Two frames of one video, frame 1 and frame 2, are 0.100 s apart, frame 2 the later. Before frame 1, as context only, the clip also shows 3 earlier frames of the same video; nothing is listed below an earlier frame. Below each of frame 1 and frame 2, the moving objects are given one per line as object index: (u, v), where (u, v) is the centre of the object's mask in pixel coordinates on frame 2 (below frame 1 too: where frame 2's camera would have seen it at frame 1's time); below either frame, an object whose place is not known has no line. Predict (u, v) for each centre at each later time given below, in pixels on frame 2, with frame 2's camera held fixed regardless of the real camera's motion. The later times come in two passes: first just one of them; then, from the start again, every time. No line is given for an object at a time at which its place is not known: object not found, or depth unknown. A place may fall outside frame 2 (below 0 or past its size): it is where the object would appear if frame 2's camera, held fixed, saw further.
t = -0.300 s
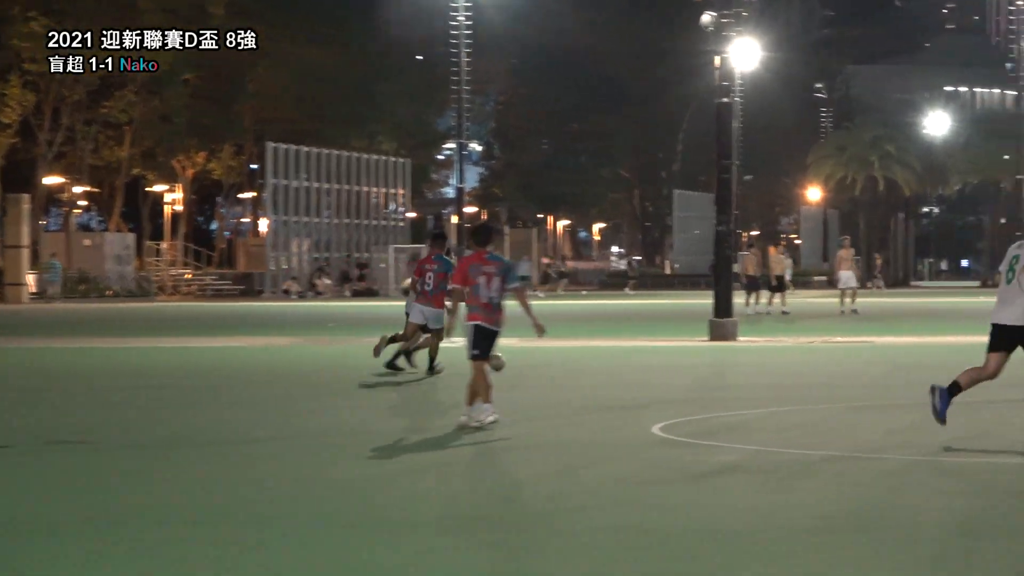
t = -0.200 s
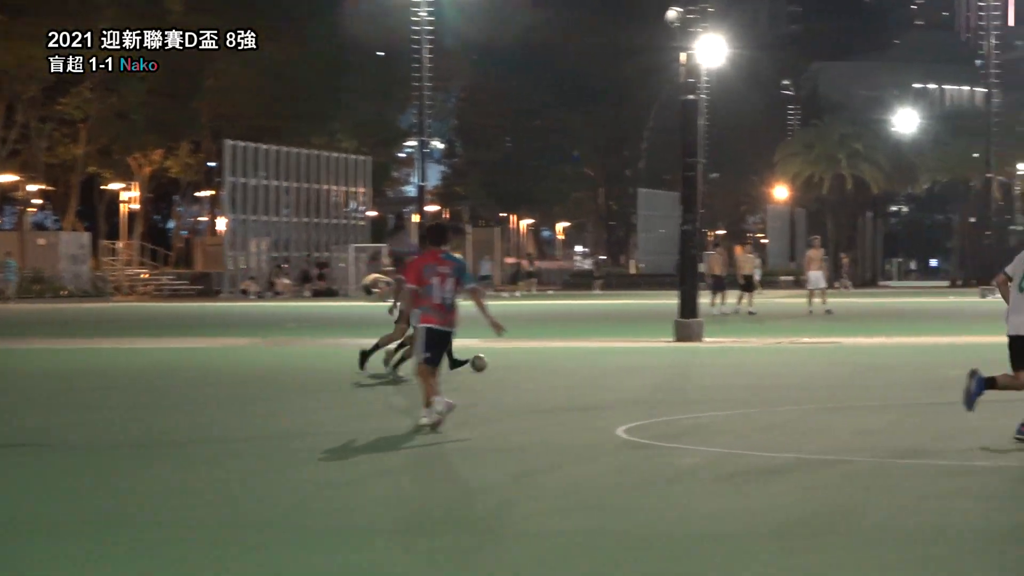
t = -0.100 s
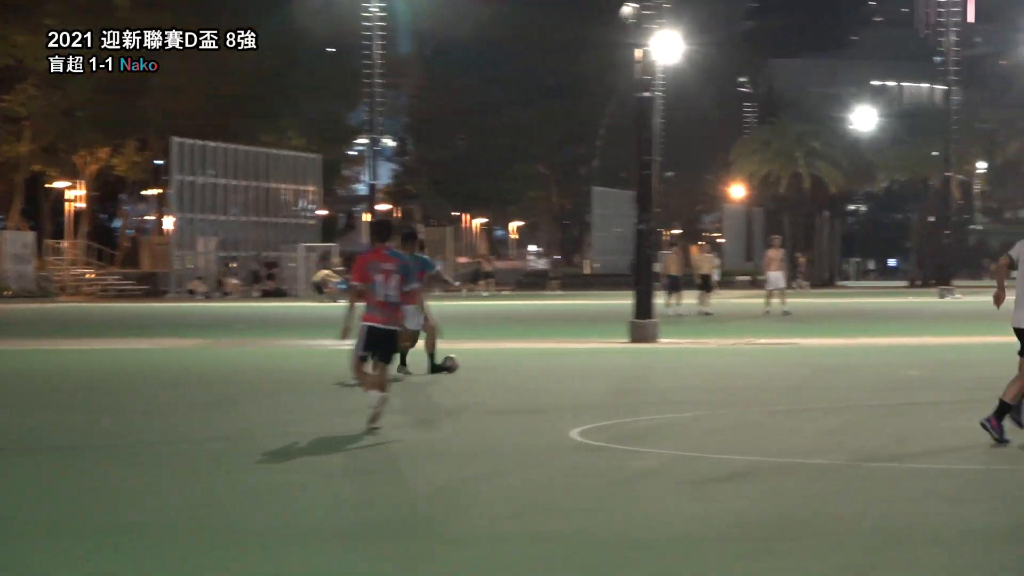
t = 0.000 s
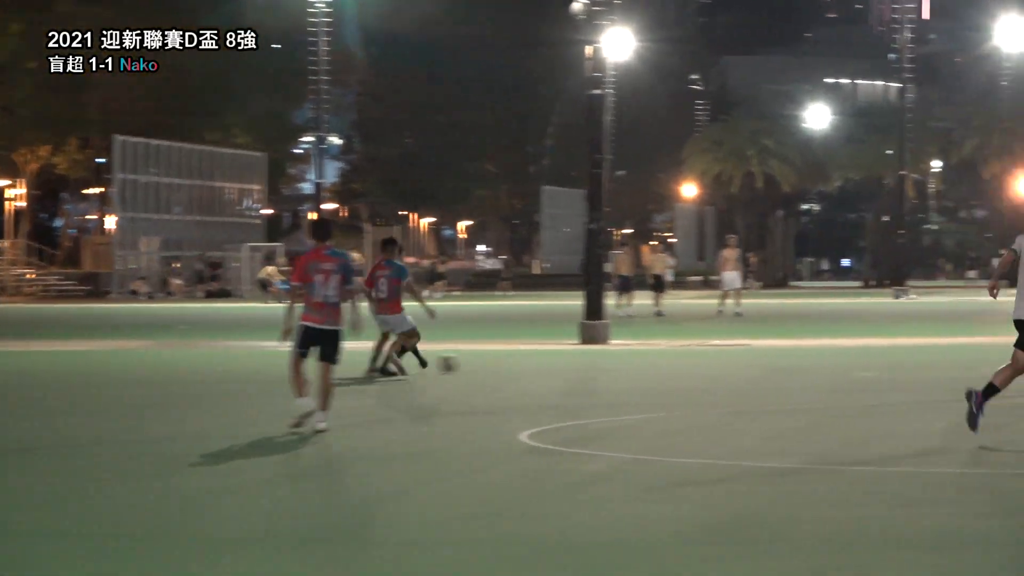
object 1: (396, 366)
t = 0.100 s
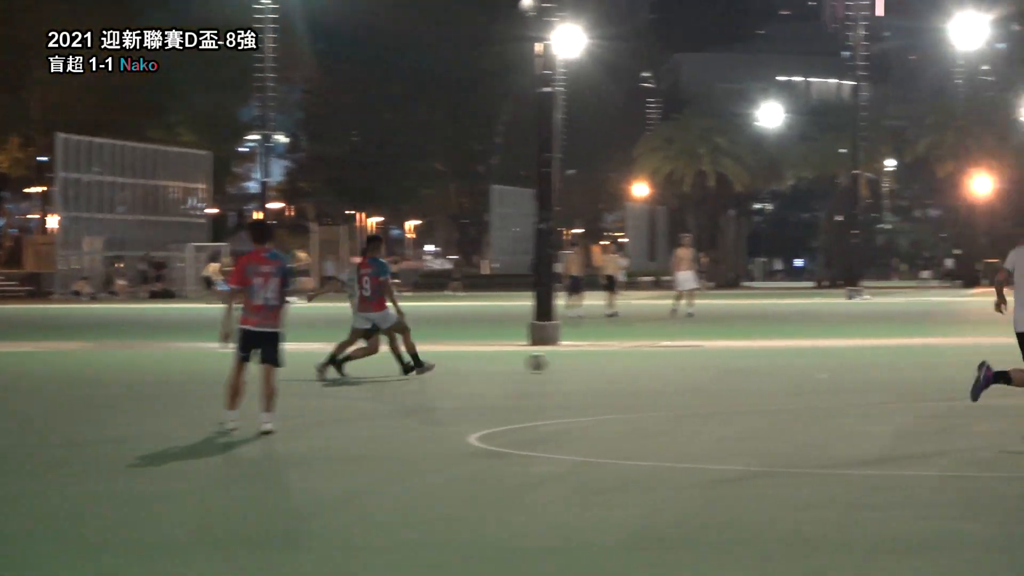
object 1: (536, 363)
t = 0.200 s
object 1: (665, 360)
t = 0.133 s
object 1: (582, 363)
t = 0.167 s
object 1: (624, 362)
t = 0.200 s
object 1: (665, 360)
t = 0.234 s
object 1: (705, 360)
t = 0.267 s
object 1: (746, 361)
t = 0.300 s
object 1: (783, 360)
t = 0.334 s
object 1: (819, 358)
